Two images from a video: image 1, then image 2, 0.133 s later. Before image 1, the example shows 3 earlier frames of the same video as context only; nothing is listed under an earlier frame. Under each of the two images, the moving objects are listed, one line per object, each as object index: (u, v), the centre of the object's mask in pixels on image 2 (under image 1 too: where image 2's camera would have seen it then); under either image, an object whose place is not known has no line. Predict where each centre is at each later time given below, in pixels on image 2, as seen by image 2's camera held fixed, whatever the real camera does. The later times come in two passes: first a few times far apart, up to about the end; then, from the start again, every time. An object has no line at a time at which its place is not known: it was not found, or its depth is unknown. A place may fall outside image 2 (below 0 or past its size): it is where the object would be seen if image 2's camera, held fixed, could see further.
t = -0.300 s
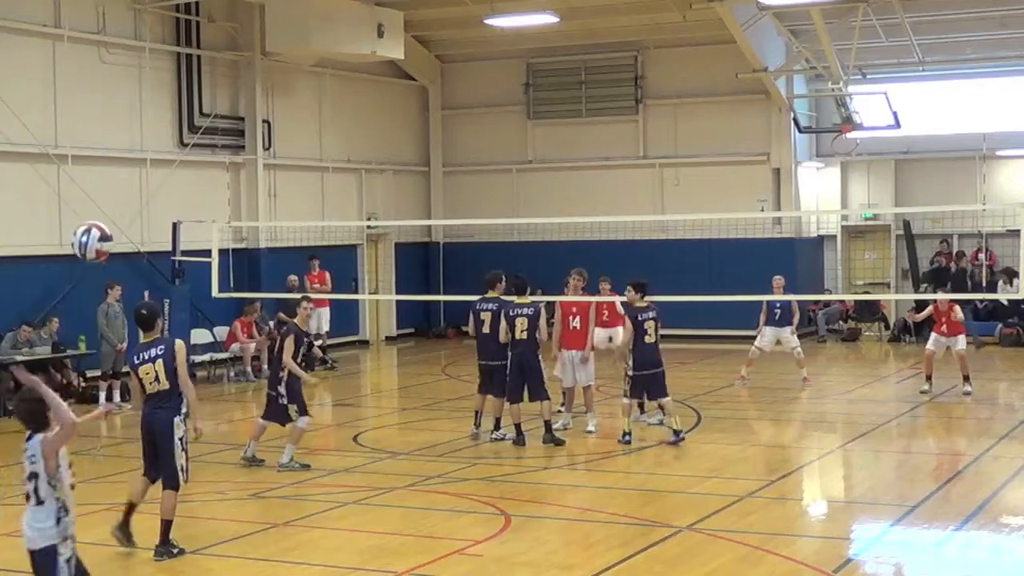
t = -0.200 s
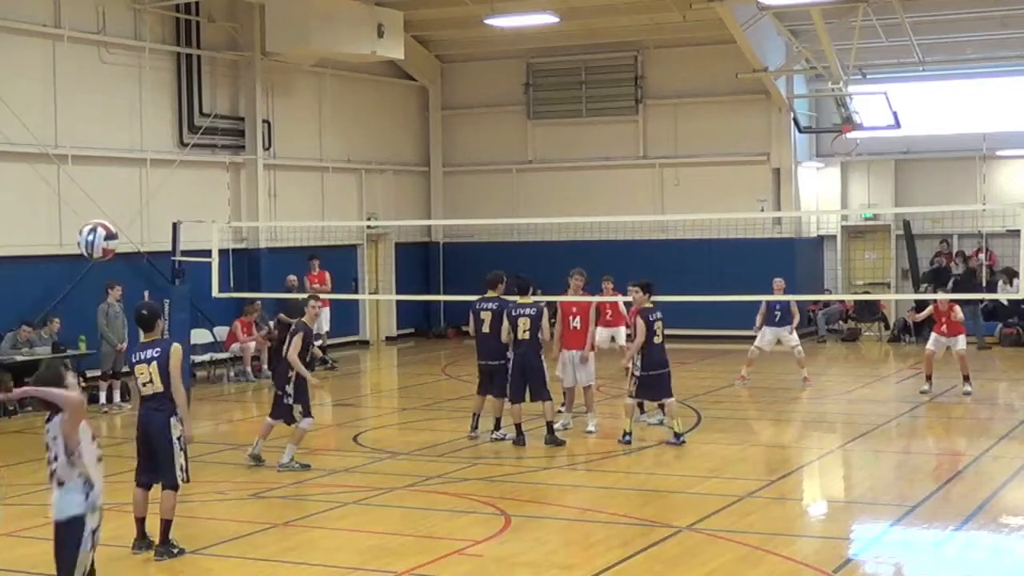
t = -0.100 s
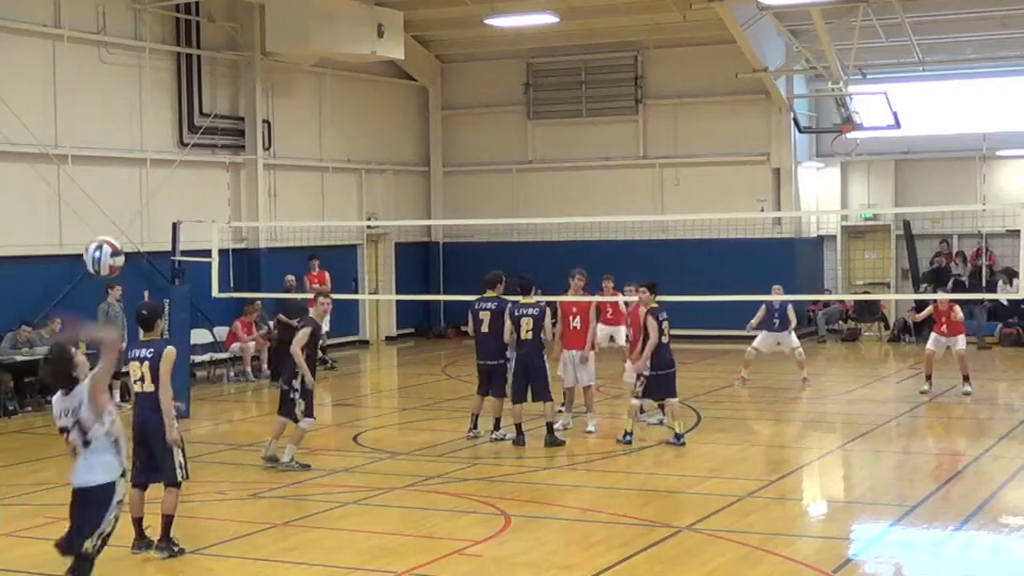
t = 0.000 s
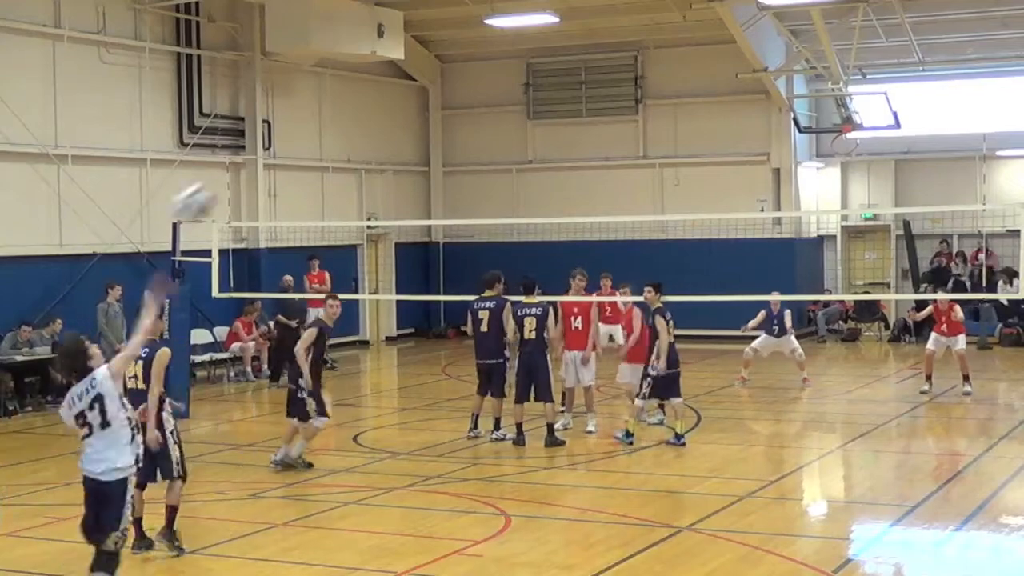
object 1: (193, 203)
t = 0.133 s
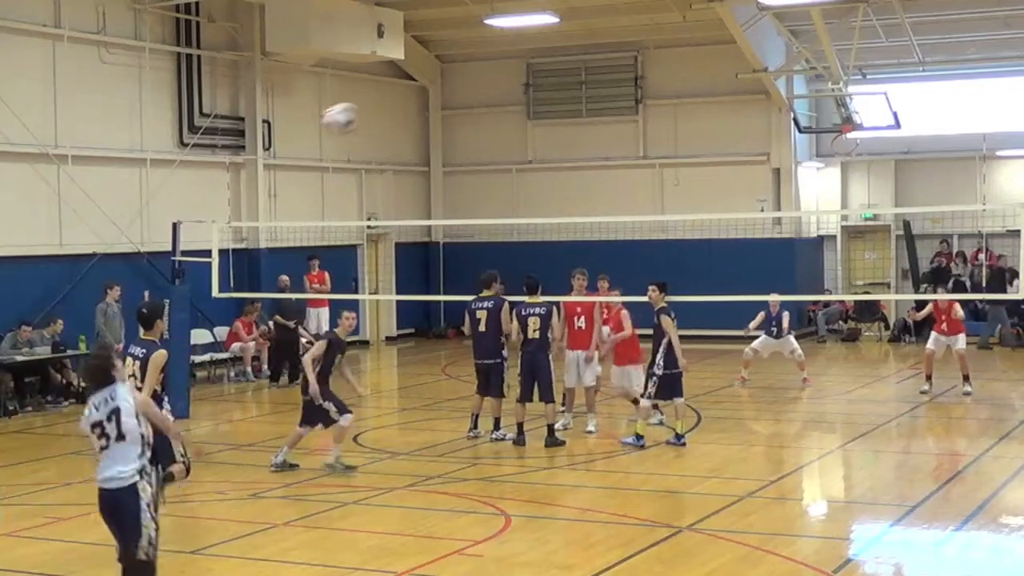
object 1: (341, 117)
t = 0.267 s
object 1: (445, 81)
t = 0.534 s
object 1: (580, 85)
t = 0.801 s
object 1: (666, 144)
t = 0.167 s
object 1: (370, 105)
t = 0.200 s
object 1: (396, 96)
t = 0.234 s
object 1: (422, 87)
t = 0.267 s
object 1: (445, 81)
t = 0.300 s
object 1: (466, 76)
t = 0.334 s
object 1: (487, 75)
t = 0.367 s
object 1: (506, 73)
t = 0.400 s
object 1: (523, 73)
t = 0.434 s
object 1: (537, 74)
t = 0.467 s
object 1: (552, 76)
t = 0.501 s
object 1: (567, 80)
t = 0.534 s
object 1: (580, 85)
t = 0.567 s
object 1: (592, 90)
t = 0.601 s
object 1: (603, 95)
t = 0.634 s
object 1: (614, 101)
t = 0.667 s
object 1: (625, 108)
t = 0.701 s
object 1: (636, 116)
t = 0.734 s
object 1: (646, 125)
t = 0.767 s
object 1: (656, 134)
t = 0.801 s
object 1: (666, 144)
